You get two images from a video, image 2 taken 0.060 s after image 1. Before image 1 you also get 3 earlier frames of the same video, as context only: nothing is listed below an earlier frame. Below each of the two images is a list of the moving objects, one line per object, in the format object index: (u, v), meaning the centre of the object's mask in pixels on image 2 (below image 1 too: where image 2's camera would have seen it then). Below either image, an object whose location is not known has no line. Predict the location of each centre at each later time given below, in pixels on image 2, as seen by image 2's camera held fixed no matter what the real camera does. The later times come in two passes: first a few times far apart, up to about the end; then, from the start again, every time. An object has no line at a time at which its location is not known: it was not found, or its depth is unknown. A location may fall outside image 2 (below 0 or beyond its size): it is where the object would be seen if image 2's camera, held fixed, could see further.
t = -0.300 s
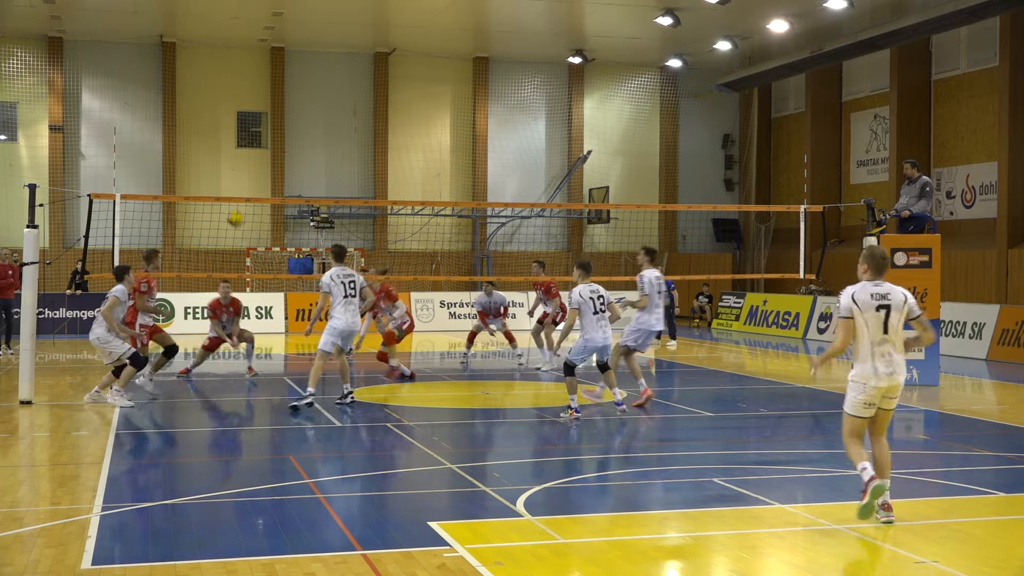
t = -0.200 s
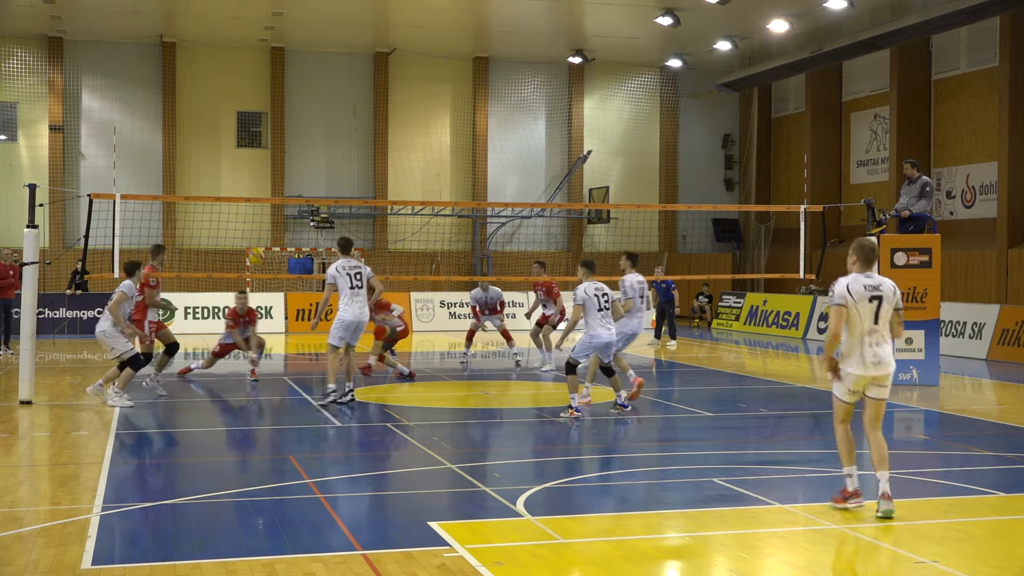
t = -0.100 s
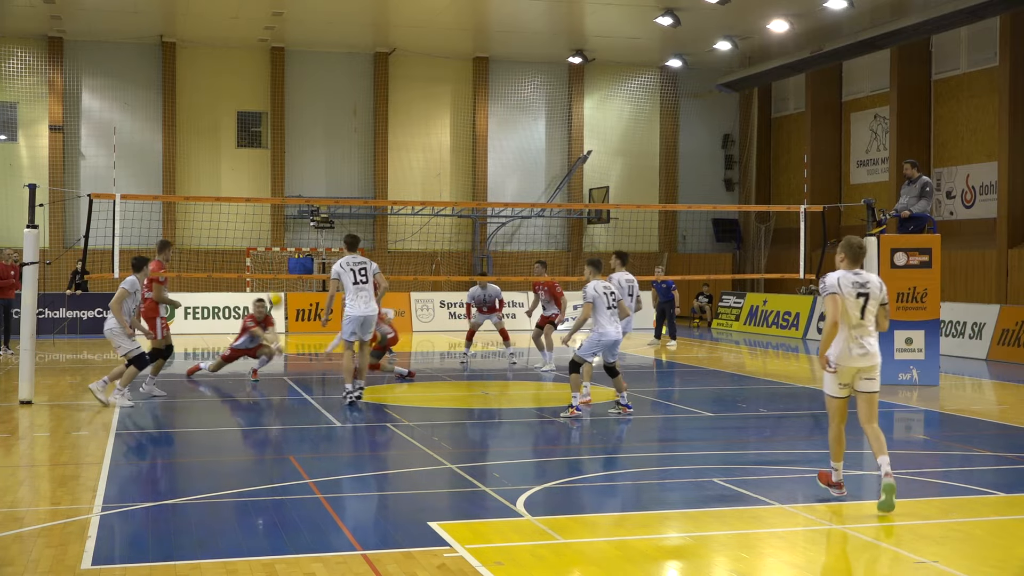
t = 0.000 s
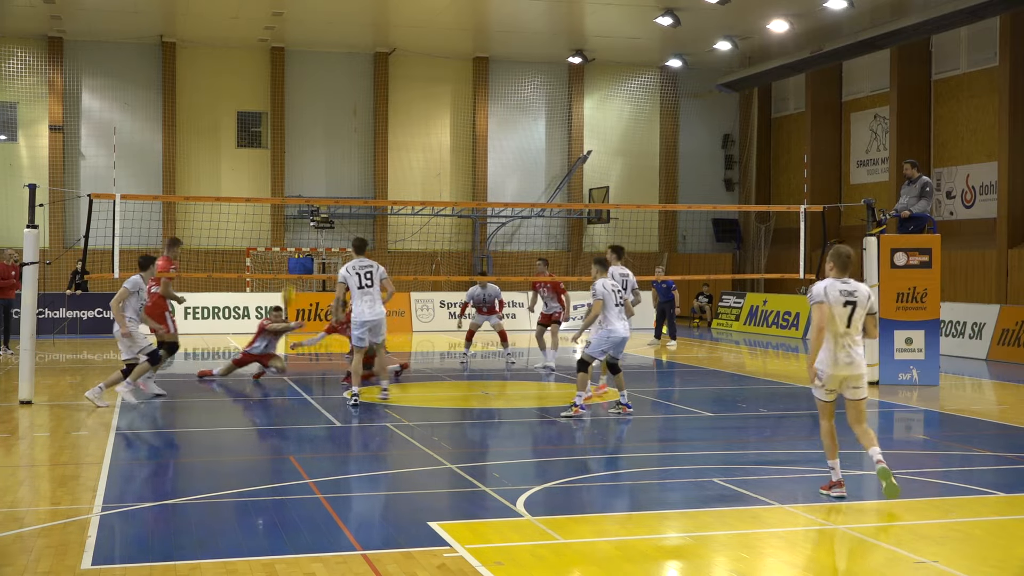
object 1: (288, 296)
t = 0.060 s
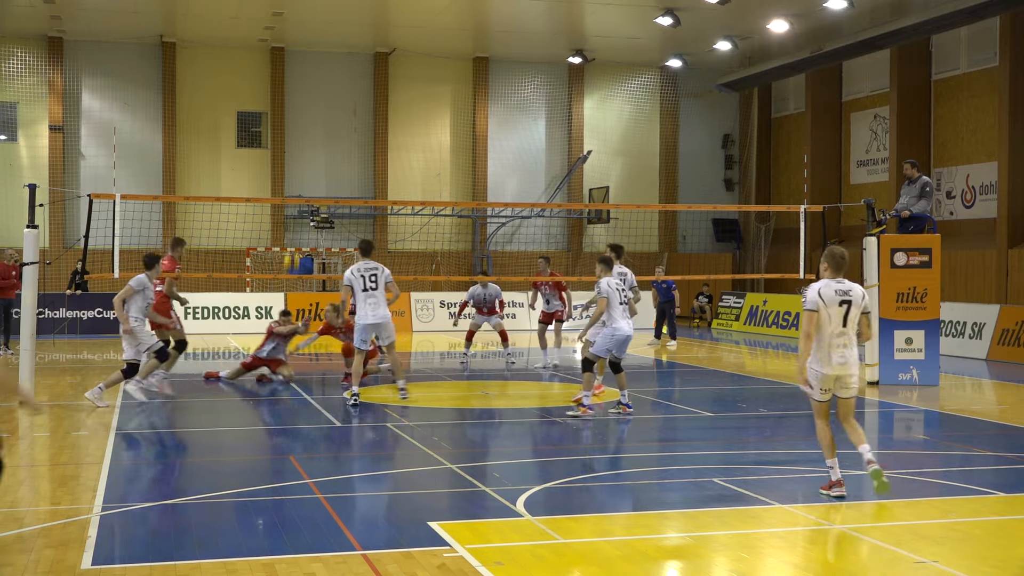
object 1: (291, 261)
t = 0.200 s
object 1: (299, 190)
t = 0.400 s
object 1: (309, 115)
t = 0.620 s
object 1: (319, 68)
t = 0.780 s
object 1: (326, 55)
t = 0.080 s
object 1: (293, 249)
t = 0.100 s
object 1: (293, 238)
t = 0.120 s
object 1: (294, 229)
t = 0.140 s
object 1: (296, 217)
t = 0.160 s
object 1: (297, 211)
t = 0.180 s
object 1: (298, 194)
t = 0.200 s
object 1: (299, 190)
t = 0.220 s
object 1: (300, 181)
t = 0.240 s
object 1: (301, 173)
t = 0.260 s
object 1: (302, 164)
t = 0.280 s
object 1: (303, 156)
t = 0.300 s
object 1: (304, 149)
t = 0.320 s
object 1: (305, 142)
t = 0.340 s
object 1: (306, 135)
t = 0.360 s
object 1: (307, 128)
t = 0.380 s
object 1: (308, 122)
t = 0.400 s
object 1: (309, 115)
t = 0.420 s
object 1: (310, 110)
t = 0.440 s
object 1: (310, 105)
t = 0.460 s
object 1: (312, 99)
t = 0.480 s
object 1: (313, 94)
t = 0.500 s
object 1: (314, 90)
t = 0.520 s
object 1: (315, 85)
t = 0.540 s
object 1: (316, 82)
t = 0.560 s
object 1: (316, 77)
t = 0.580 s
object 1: (318, 74)
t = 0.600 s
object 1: (319, 71)
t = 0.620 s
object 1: (319, 68)
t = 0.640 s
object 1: (320, 66)
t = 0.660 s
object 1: (321, 64)
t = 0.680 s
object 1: (322, 61)
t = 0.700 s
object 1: (323, 59)
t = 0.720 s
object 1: (324, 58)
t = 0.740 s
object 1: (325, 57)
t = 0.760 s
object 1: (325, 55)
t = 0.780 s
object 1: (326, 55)
